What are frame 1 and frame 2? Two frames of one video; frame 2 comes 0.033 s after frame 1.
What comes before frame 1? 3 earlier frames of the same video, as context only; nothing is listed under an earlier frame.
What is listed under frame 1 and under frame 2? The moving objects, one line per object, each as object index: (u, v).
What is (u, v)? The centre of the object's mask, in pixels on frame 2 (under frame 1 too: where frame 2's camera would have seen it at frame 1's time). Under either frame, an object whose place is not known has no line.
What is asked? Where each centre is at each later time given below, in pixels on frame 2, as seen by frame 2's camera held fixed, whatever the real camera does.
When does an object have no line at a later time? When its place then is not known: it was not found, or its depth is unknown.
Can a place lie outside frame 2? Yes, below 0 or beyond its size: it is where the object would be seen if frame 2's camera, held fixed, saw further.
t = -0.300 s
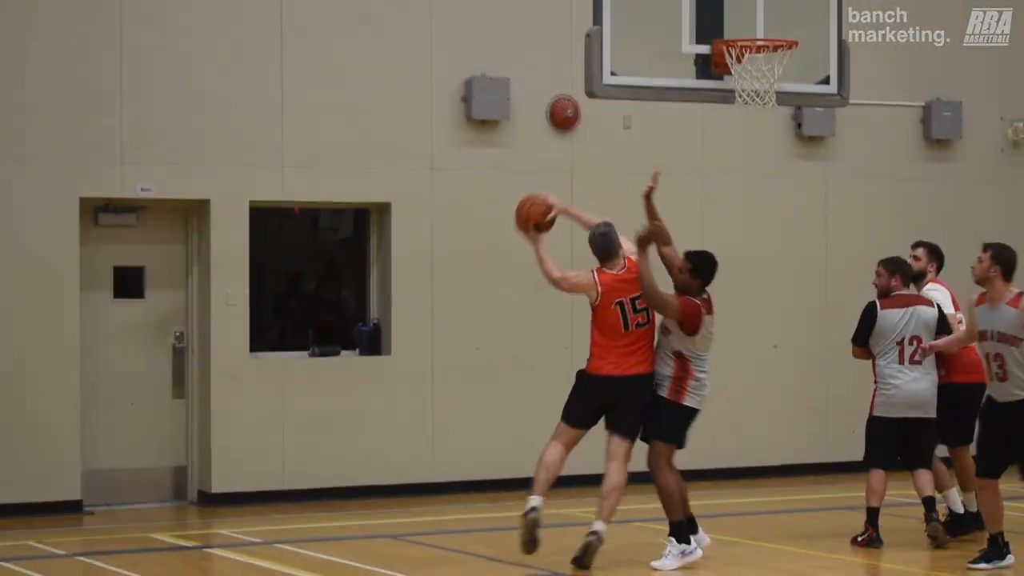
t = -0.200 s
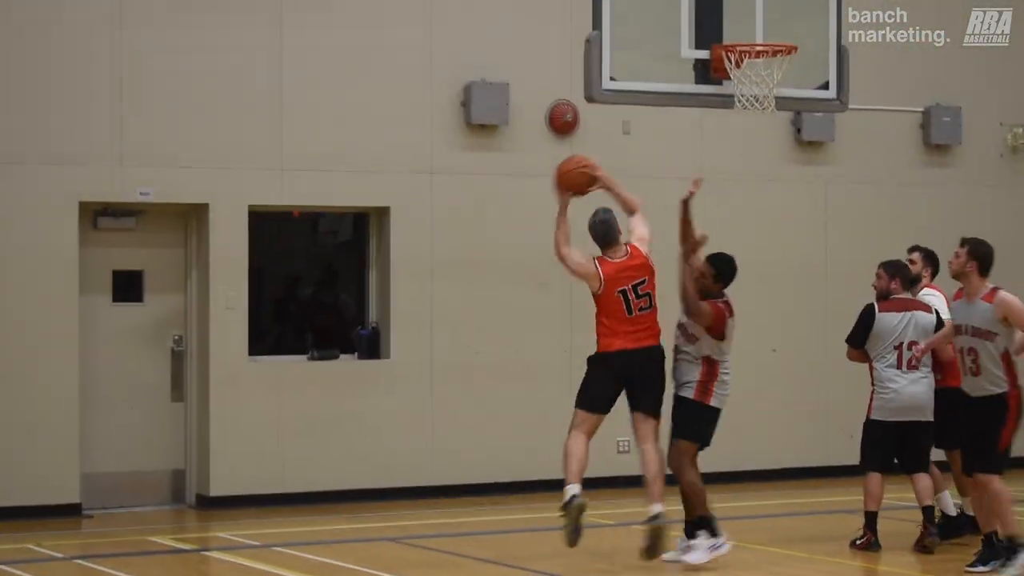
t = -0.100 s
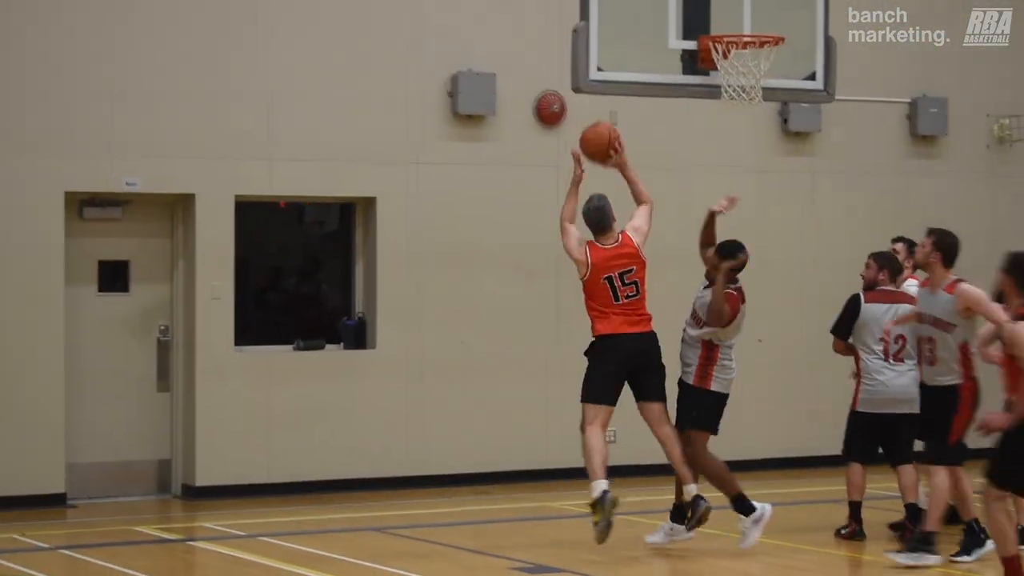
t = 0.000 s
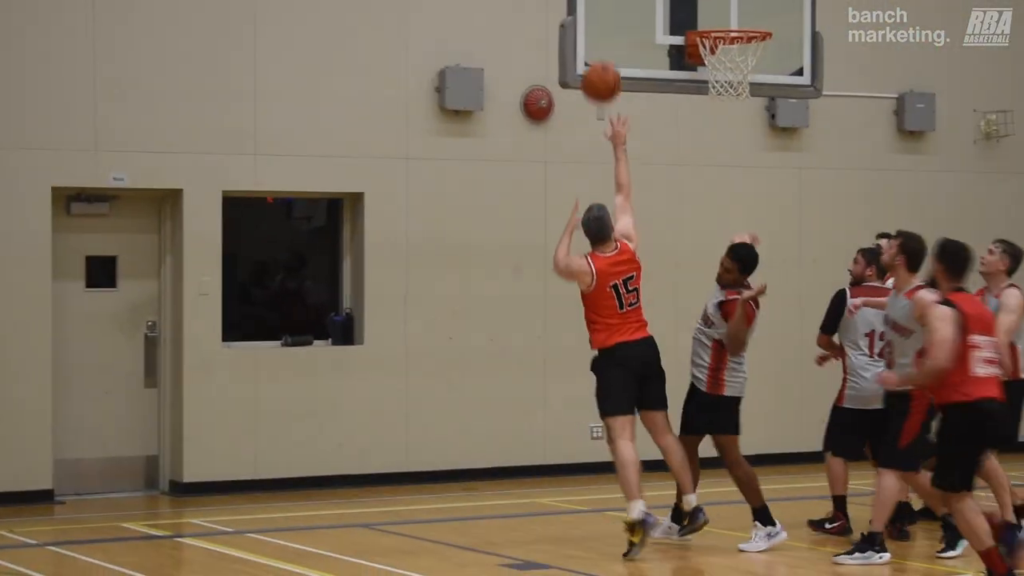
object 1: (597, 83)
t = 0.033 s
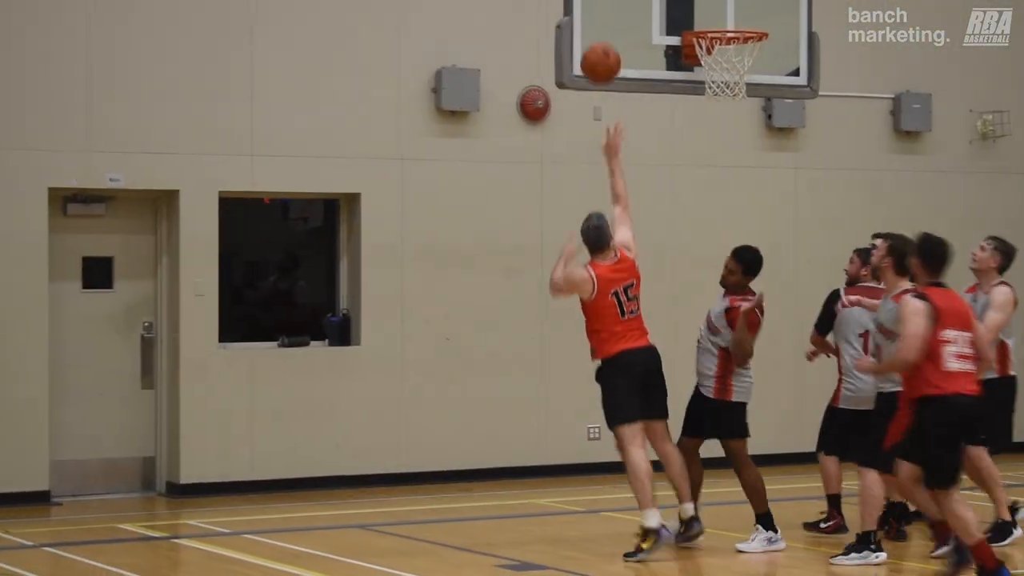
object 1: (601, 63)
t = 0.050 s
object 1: (602, 54)
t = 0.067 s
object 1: (603, 45)
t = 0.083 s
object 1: (605, 38)
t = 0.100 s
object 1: (606, 29)
